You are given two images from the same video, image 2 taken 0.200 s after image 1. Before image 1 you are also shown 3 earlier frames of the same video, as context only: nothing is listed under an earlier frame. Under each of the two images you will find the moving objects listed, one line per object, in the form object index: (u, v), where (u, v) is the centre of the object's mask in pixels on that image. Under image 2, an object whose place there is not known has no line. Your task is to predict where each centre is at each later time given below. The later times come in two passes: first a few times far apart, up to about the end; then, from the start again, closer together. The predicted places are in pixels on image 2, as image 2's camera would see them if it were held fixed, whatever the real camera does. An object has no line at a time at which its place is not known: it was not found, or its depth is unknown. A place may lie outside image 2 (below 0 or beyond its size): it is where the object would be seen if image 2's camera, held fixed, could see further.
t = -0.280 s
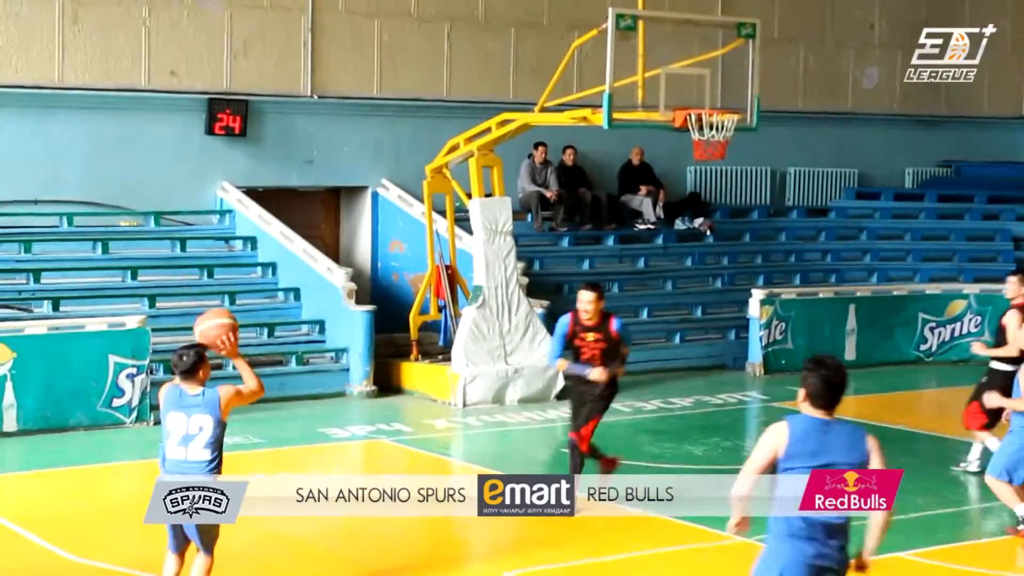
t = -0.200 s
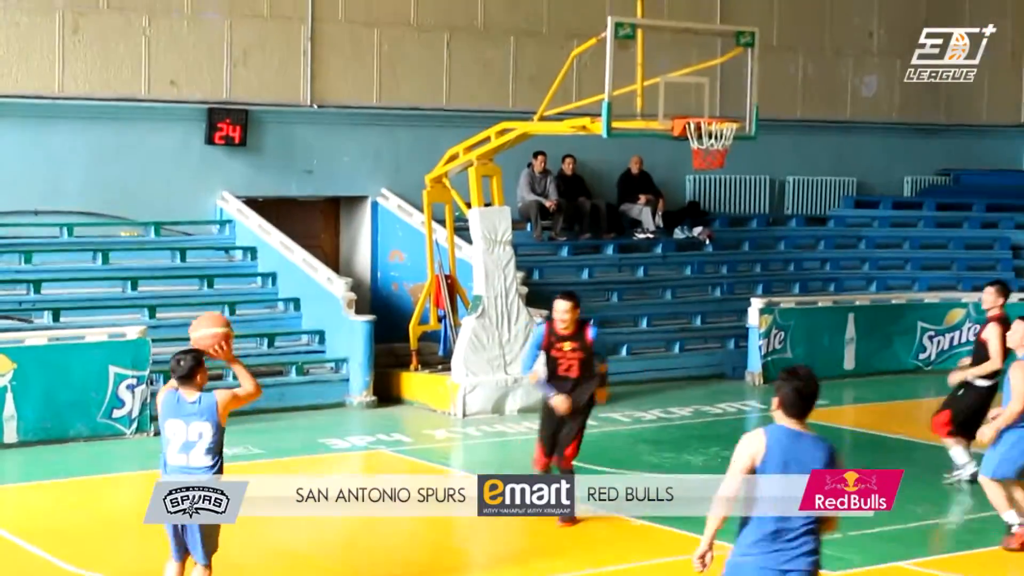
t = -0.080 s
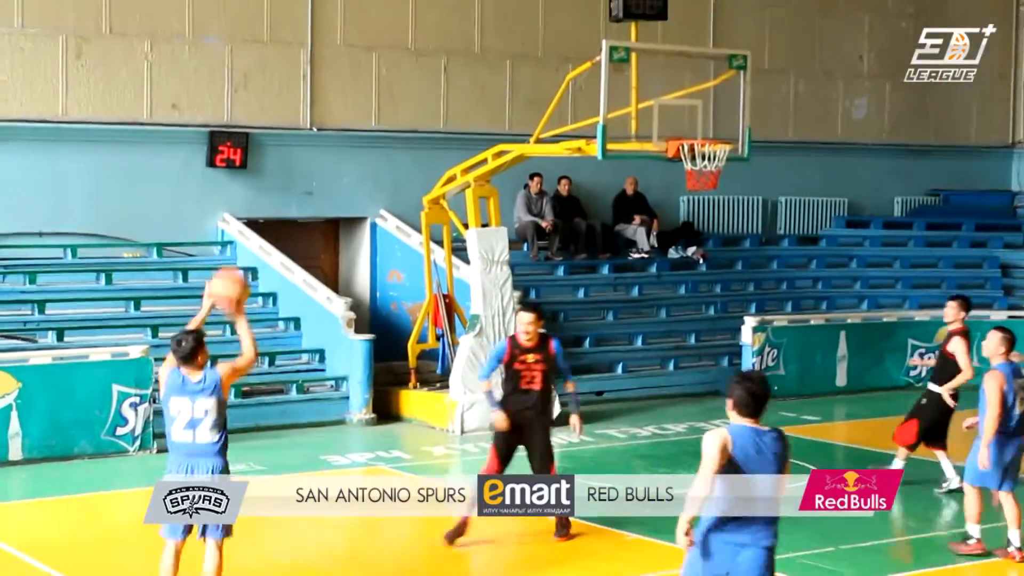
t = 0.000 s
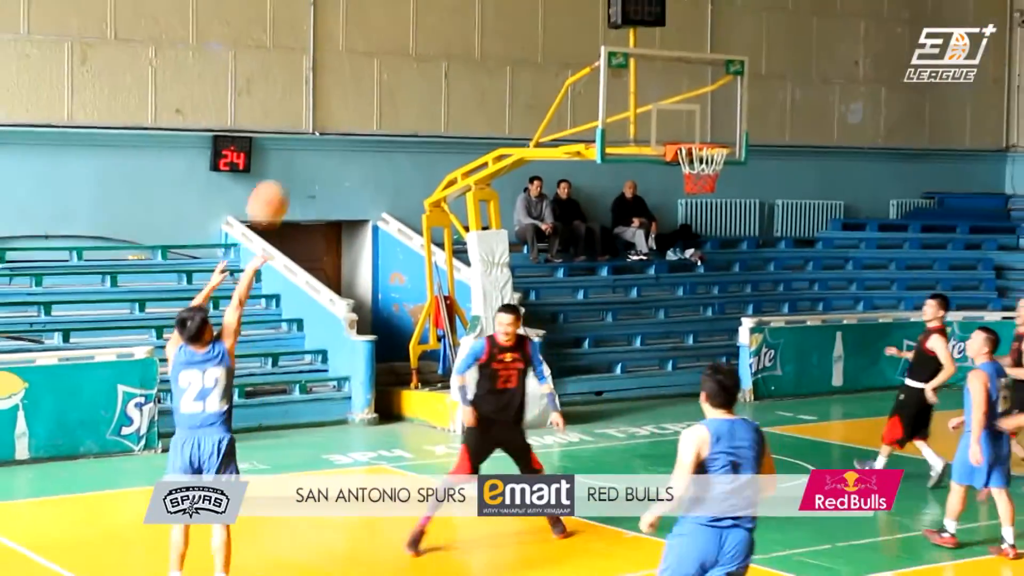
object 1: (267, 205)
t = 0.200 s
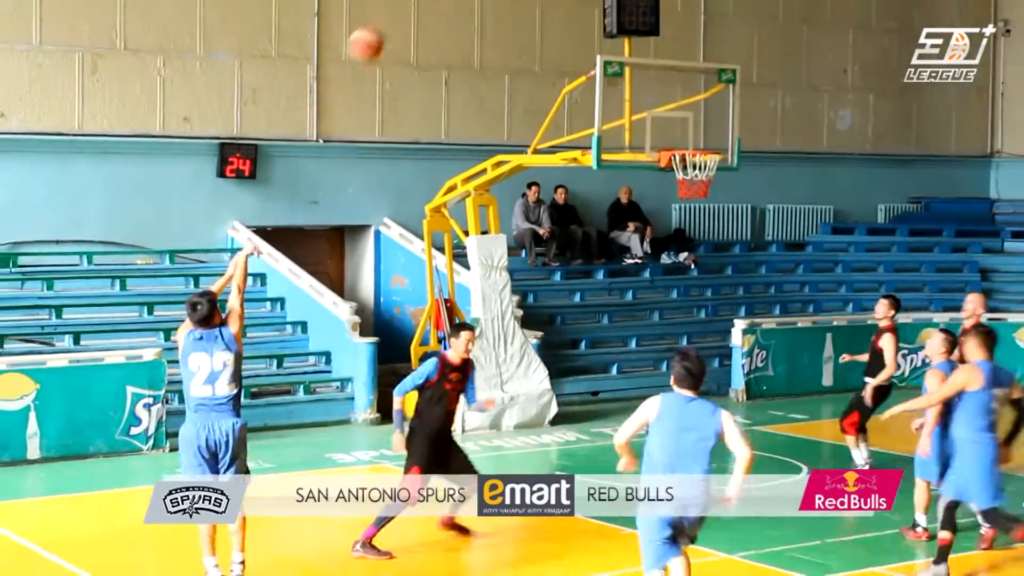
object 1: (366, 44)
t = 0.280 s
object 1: (399, 6)
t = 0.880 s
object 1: (599, -28)
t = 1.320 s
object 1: (699, 160)
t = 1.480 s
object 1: (713, 166)
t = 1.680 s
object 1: (696, 189)
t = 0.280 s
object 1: (399, 6)
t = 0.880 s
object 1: (599, -28)
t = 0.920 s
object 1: (606, -24)
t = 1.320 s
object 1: (699, 160)
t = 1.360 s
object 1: (712, 168)
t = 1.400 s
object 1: (714, 168)
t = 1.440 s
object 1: (714, 165)
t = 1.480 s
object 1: (713, 166)
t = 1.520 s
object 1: (711, 168)
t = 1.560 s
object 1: (709, 175)
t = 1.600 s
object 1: (702, 183)
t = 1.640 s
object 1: (700, 187)
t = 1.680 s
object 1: (696, 189)
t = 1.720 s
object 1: (693, 193)
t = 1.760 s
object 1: (688, 206)
